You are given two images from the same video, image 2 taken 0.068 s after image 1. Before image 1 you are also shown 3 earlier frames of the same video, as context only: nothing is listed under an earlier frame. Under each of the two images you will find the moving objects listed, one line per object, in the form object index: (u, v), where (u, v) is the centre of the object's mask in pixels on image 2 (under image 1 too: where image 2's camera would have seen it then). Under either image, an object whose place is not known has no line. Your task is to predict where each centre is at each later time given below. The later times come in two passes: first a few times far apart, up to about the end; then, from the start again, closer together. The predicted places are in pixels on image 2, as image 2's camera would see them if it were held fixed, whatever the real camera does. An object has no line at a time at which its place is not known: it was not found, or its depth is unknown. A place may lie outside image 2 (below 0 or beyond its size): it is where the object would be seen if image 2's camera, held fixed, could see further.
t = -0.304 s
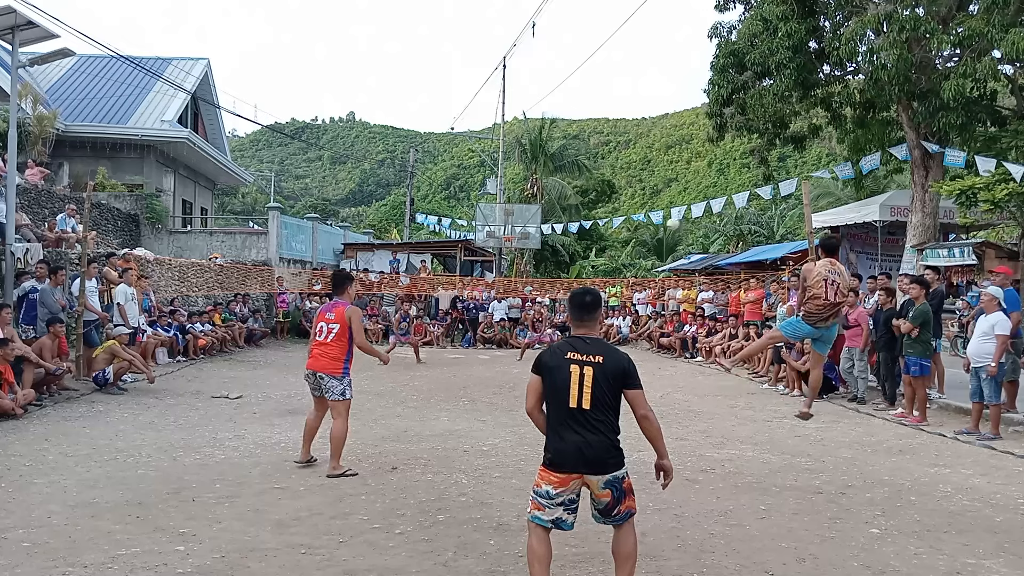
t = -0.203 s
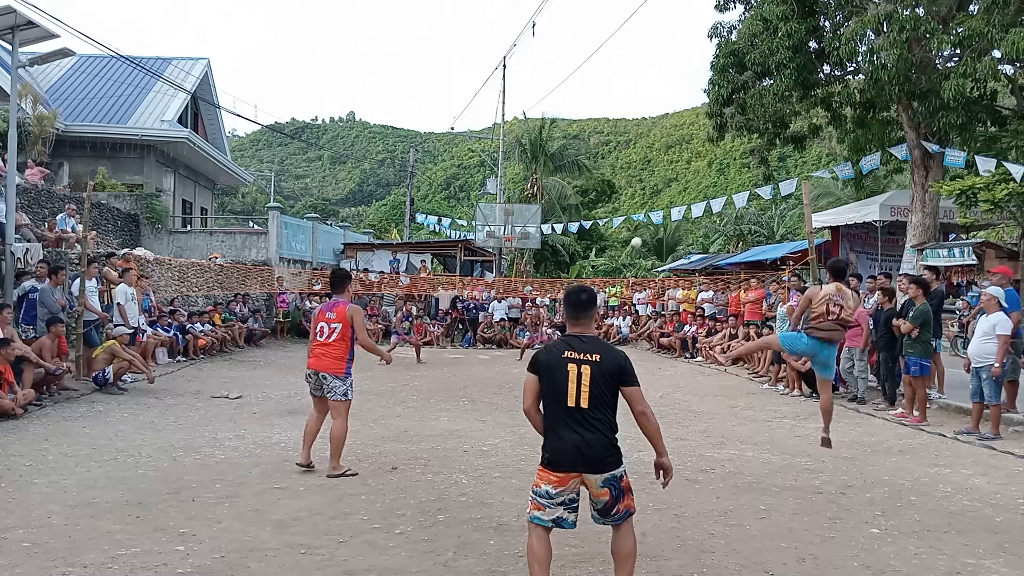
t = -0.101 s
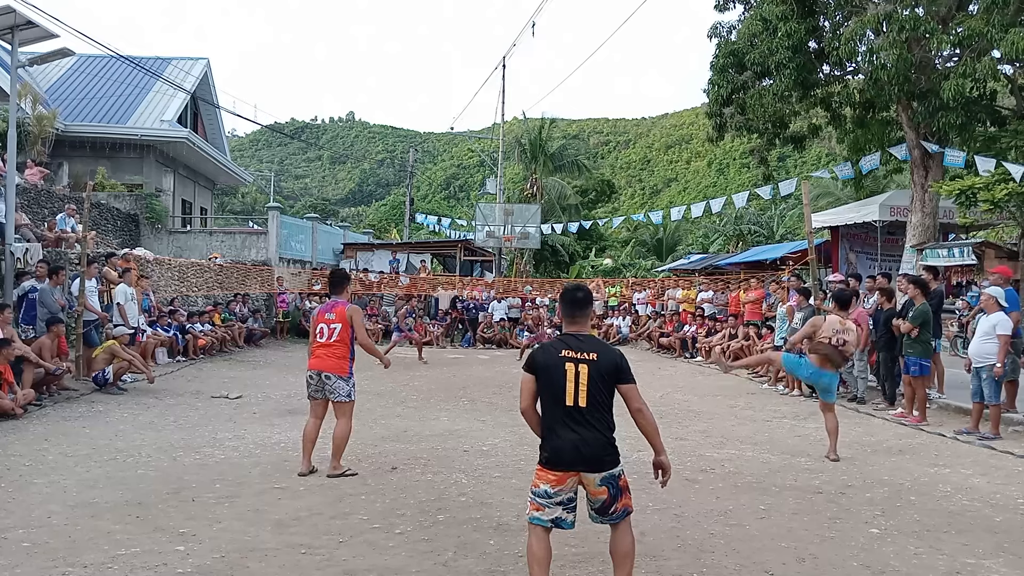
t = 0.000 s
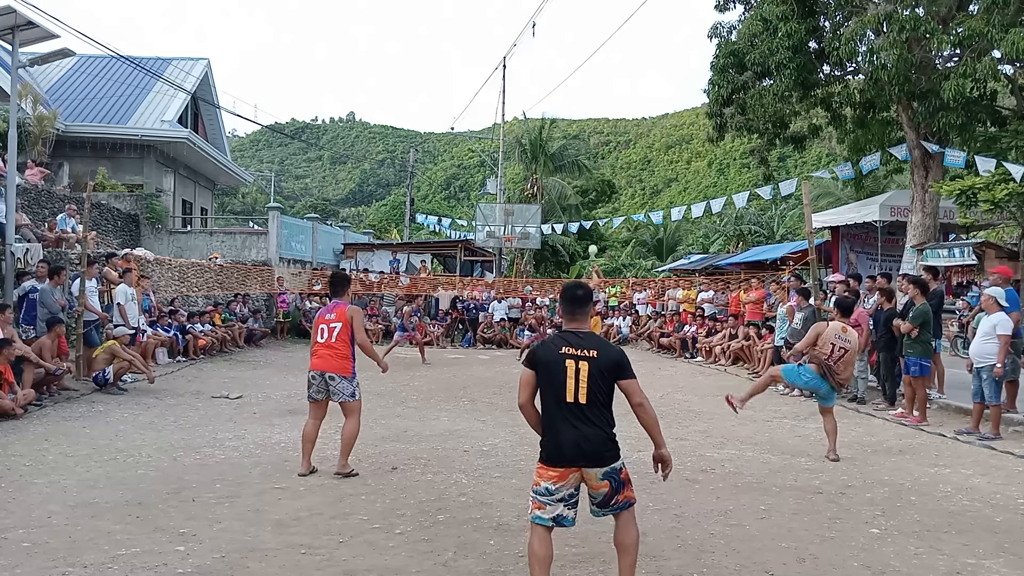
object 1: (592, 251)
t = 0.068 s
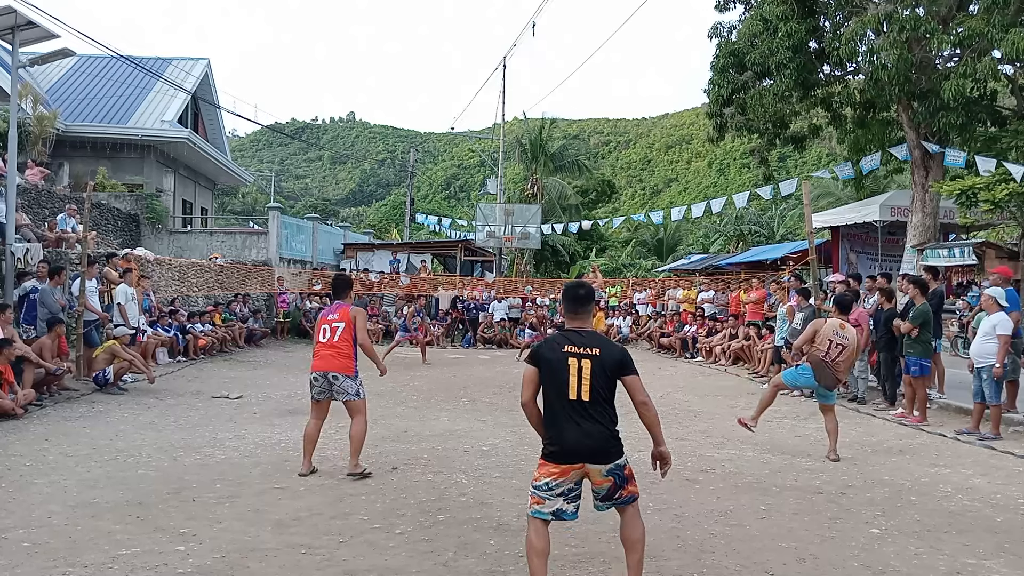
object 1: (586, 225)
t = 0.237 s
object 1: (567, 168)
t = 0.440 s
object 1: (538, 106)
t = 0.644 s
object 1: (498, 57)
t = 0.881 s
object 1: (429, 31)
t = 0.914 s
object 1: (416, 32)
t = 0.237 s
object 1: (567, 168)
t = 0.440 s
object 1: (538, 106)
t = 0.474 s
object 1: (532, 97)
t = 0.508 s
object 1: (527, 88)
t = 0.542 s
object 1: (520, 79)
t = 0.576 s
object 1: (513, 71)
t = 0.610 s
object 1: (506, 64)
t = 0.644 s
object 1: (498, 57)
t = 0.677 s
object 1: (490, 51)
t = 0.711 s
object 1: (481, 46)
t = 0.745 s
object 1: (472, 41)
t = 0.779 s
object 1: (463, 37)
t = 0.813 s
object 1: (452, 34)
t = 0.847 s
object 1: (441, 32)
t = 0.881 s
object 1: (429, 31)
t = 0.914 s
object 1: (416, 32)
